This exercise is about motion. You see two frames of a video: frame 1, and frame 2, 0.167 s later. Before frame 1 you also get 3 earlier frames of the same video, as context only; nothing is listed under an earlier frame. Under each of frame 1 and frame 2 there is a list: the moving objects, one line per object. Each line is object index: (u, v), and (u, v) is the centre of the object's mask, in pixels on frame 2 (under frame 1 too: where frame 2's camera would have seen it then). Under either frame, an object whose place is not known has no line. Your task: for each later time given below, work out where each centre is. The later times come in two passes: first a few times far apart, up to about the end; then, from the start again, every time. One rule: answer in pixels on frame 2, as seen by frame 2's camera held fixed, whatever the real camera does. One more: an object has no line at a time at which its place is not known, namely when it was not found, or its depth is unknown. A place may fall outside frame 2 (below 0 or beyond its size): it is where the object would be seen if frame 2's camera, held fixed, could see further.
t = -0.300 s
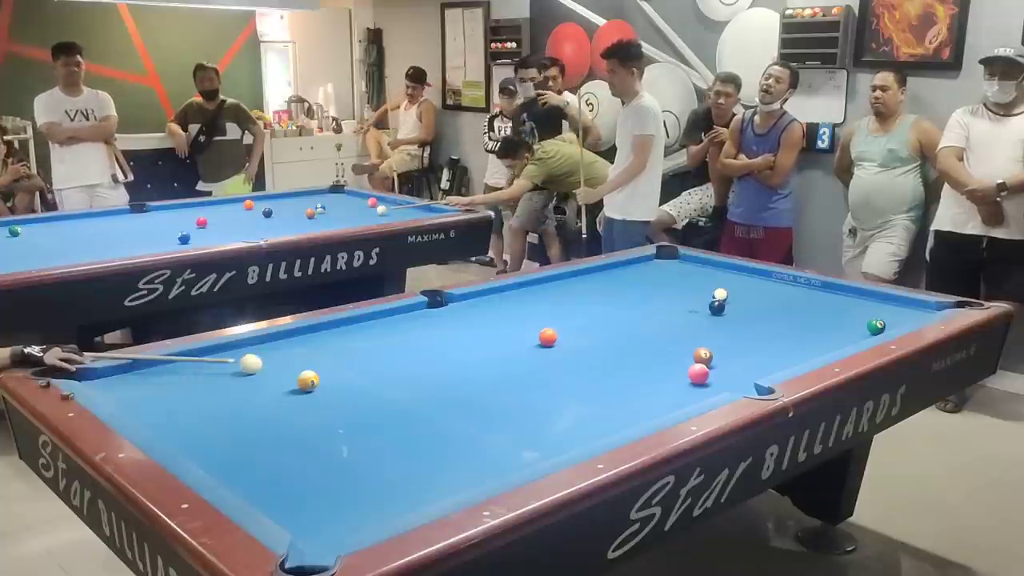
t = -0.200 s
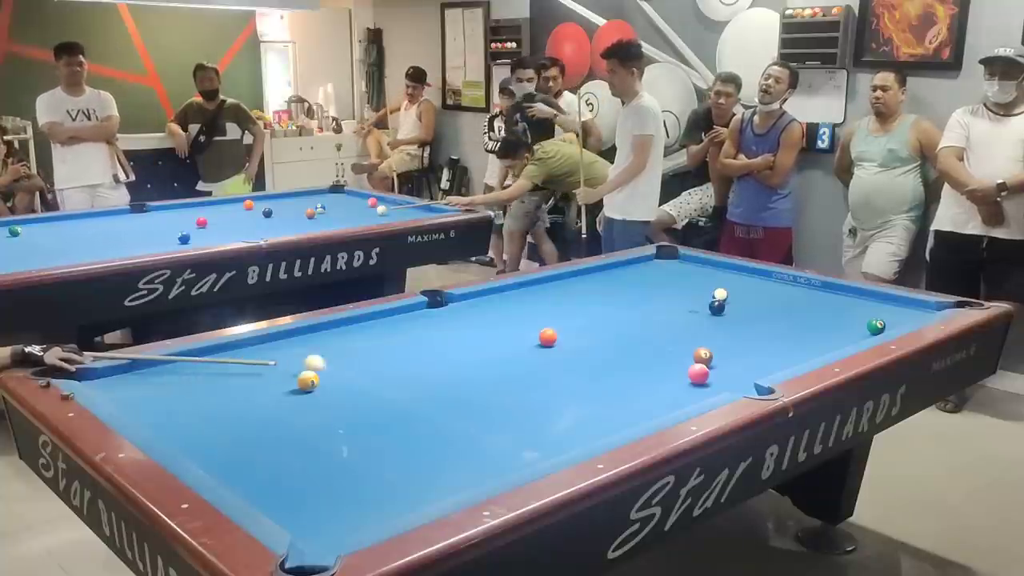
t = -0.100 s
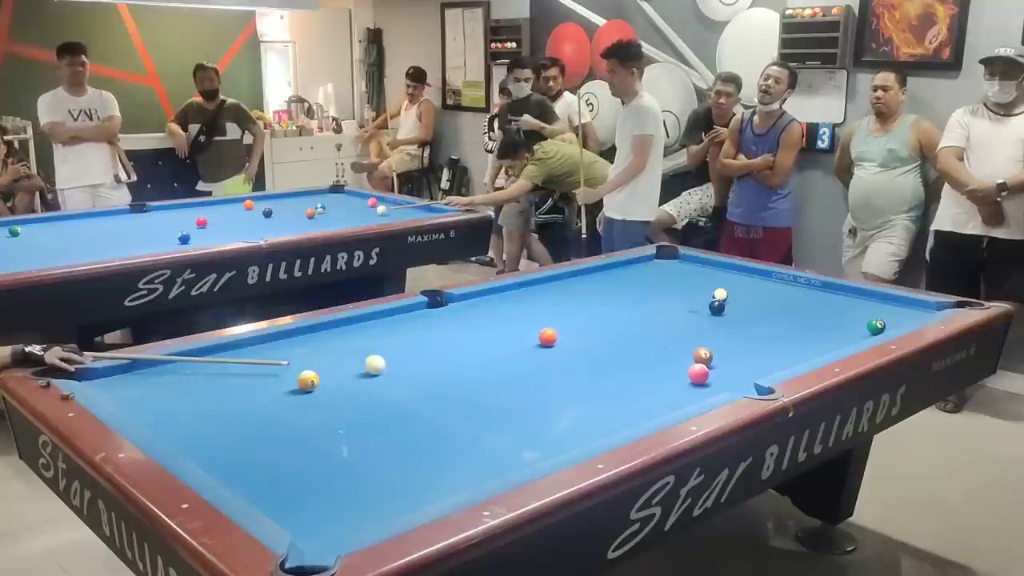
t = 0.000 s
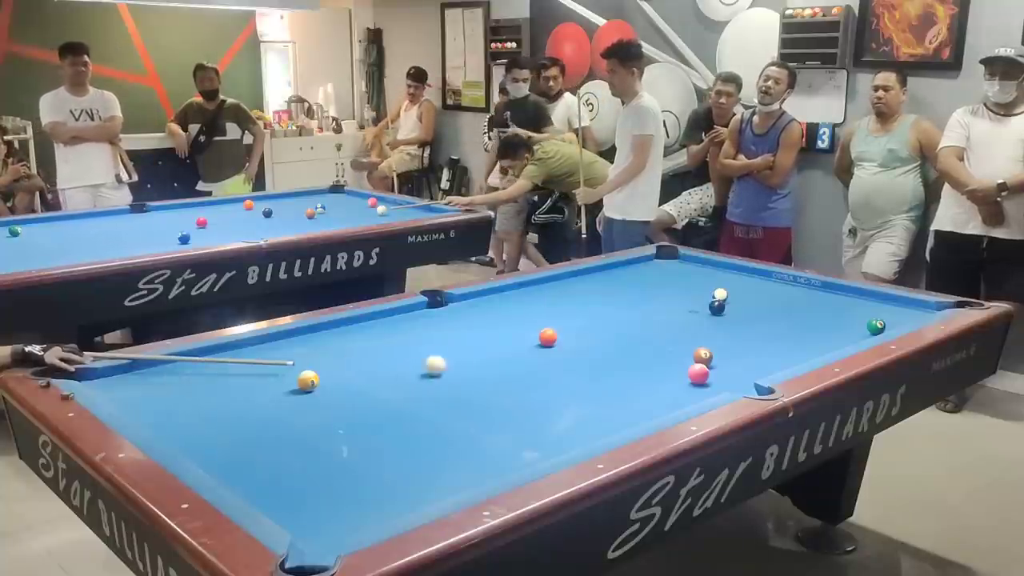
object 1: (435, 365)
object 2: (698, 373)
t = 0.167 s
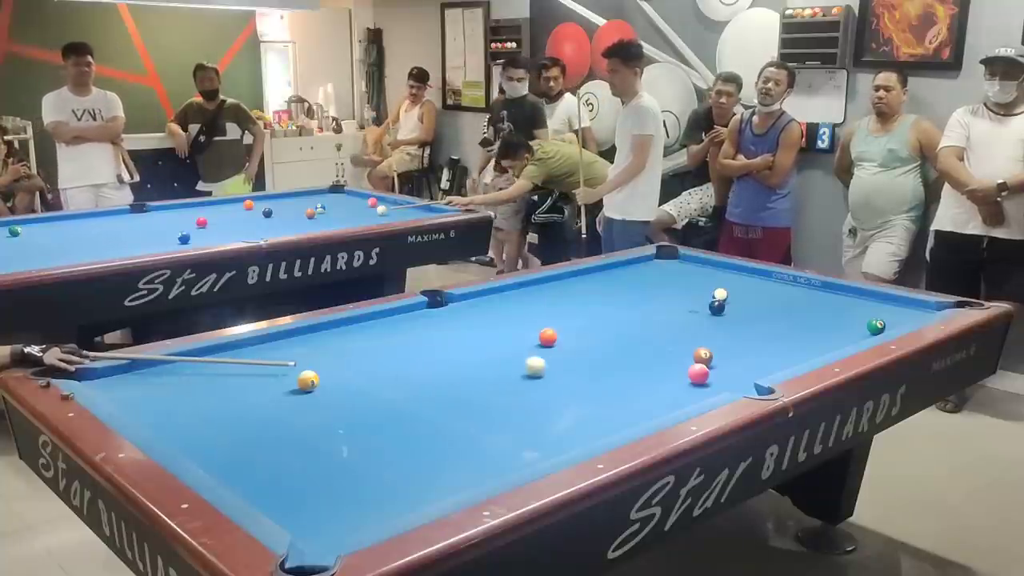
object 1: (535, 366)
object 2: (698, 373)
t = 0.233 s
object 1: (574, 367)
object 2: (698, 373)
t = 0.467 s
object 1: (703, 363)
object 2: (707, 378)
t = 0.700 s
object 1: (798, 353)
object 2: (744, 388)
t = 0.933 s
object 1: (850, 336)
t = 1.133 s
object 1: (855, 325)
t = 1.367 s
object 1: (838, 314)
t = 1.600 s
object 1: (823, 304)
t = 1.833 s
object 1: (810, 296)
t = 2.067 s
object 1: (798, 288)
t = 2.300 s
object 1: (786, 281)
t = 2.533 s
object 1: (774, 275)
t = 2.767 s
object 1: (755, 274)
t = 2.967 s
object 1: (740, 273)
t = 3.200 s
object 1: (723, 272)
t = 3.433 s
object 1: (708, 270)
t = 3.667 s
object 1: (695, 270)
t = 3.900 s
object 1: (682, 269)
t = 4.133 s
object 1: (671, 268)
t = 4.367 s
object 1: (661, 267)
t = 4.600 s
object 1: (653, 267)
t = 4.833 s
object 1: (645, 266)
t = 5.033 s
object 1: (639, 266)
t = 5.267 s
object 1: (634, 266)
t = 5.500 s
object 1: (630, 266)
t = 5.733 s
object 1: (627, 265)
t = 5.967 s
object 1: (625, 265)
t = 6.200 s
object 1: (624, 265)
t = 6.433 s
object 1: (625, 265)
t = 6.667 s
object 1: (625, 266)
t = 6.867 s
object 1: (624, 266)
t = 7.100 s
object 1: (624, 265)
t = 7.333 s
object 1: (624, 265)
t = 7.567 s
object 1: (624, 265)
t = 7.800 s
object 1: (624, 265)
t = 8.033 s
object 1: (624, 265)
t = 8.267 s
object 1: (624, 265)
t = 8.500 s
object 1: (624, 265)
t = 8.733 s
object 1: (624, 265)
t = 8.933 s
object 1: (624, 265)
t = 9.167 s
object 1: (624, 265)
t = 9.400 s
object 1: (625, 265)
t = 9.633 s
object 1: (625, 265)
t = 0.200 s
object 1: (555, 367)
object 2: (698, 373)
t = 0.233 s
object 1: (574, 367)
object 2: (698, 373)
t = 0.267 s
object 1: (594, 367)
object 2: (698, 373)
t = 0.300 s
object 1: (614, 367)
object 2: (698, 373)
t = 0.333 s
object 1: (634, 367)
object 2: (698, 373)
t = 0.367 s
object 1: (654, 368)
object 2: (698, 373)
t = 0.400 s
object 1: (674, 368)
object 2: (698, 373)
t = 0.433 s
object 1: (689, 365)
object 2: (702, 375)
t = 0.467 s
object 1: (703, 363)
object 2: (707, 378)
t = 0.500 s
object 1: (718, 361)
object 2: (713, 379)
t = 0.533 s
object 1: (732, 361)
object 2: (718, 381)
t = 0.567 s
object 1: (745, 359)
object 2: (723, 382)
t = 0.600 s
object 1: (758, 358)
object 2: (729, 383)
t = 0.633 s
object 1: (772, 356)
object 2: (734, 385)
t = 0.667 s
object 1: (785, 354)
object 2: (739, 386)
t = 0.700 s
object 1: (798, 353)
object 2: (744, 388)
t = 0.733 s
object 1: (810, 349)
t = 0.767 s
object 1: (823, 347)
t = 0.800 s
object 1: (836, 346)
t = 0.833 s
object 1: (841, 343)
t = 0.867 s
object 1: (844, 340)
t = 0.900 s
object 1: (847, 338)
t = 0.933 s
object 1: (850, 336)
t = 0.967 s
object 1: (853, 334)
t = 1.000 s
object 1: (856, 332)
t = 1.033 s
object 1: (859, 330)
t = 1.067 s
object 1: (862, 328)
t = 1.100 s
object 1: (858, 326)
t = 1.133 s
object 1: (855, 325)
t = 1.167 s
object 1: (852, 323)
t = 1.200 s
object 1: (850, 321)
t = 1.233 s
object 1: (847, 320)
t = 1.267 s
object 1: (845, 318)
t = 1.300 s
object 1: (843, 317)
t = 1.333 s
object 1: (840, 315)
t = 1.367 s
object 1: (838, 314)
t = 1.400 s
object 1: (836, 312)
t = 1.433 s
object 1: (833, 311)
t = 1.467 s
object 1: (831, 309)
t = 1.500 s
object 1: (829, 308)
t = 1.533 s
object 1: (827, 307)
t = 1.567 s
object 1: (825, 305)
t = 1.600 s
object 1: (823, 304)
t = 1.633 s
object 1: (821, 303)
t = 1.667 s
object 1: (819, 302)
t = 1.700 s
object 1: (817, 300)
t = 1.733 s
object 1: (815, 299)
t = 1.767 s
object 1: (813, 298)
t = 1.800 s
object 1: (811, 297)
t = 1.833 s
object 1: (810, 296)
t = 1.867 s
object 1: (808, 295)
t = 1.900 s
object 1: (806, 293)
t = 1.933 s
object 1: (804, 292)
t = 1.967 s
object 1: (803, 291)
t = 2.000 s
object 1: (801, 290)
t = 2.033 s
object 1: (799, 289)
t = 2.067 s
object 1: (798, 288)
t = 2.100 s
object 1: (796, 287)
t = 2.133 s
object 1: (794, 285)
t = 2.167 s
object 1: (792, 284)
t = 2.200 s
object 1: (791, 284)
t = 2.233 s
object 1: (789, 282)
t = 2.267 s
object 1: (788, 282)
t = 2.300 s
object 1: (786, 281)
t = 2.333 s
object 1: (785, 280)
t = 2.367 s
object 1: (784, 279)
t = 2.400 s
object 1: (782, 278)
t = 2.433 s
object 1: (781, 277)
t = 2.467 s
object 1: (779, 276)
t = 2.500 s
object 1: (777, 276)
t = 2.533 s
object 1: (774, 275)
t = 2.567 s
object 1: (771, 275)
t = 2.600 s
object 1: (768, 275)
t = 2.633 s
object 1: (766, 275)
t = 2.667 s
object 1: (763, 275)
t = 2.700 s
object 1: (760, 274)
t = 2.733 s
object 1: (757, 274)
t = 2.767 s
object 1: (755, 274)
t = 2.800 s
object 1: (752, 273)
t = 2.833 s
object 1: (750, 273)
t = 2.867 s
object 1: (747, 273)
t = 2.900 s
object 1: (745, 273)
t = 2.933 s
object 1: (742, 273)
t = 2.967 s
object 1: (740, 273)
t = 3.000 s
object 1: (737, 272)
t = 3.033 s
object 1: (735, 272)
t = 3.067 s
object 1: (733, 272)
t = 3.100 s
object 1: (730, 272)
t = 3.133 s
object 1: (728, 272)
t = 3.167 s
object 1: (725, 272)
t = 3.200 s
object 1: (723, 272)
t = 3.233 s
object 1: (721, 271)
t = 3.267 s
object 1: (719, 271)
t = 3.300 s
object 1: (717, 271)
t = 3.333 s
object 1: (714, 271)
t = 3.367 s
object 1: (712, 271)
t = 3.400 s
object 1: (710, 271)
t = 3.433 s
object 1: (708, 270)
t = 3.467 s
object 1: (707, 270)
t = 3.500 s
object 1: (704, 270)
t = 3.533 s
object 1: (702, 270)
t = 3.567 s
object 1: (700, 270)
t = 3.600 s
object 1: (699, 270)
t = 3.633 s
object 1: (697, 270)
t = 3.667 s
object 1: (695, 270)
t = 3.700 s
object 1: (693, 269)
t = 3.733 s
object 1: (691, 269)
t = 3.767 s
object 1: (689, 269)
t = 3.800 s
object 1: (688, 269)
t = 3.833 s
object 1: (686, 269)
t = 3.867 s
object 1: (684, 269)
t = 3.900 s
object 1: (682, 269)
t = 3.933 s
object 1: (681, 269)
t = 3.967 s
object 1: (679, 269)
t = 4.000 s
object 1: (677, 268)
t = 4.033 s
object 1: (676, 268)
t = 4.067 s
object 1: (674, 268)
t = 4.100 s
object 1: (672, 268)
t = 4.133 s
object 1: (671, 268)
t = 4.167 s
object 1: (670, 268)
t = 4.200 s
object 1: (668, 268)
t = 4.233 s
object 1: (667, 268)
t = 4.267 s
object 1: (665, 268)
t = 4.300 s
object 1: (664, 268)
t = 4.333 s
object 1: (663, 267)
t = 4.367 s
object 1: (661, 267)
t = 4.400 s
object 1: (660, 267)
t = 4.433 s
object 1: (659, 267)
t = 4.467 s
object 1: (657, 267)
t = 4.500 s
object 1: (656, 267)
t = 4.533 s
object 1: (655, 267)
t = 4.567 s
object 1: (654, 267)
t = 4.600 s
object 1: (653, 267)
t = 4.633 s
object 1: (652, 267)
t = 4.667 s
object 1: (650, 267)
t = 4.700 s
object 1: (649, 267)
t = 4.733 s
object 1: (648, 266)
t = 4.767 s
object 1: (647, 266)
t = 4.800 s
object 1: (646, 266)
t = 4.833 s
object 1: (645, 266)
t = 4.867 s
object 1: (644, 266)
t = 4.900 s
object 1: (643, 266)
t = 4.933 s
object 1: (642, 266)
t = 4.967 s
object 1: (641, 266)
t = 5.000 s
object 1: (640, 266)
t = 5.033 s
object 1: (639, 266)
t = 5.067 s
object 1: (639, 266)
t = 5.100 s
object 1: (638, 266)
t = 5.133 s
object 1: (637, 266)
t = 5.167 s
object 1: (636, 266)
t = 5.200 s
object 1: (636, 266)
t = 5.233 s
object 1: (635, 266)
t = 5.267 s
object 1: (634, 266)
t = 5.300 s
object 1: (633, 266)
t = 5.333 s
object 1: (633, 266)
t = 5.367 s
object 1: (632, 266)
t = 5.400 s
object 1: (632, 266)
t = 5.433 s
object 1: (631, 266)
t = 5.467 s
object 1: (630, 266)
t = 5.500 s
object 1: (630, 266)
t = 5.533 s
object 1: (629, 266)
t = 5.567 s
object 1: (629, 266)
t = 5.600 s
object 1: (628, 266)
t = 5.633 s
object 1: (628, 266)
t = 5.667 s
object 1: (628, 265)
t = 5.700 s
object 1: (627, 265)
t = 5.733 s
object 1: (627, 265)
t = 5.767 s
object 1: (627, 265)
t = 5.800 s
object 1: (626, 265)
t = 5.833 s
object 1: (626, 265)
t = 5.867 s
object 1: (626, 265)
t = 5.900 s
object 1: (625, 265)
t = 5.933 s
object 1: (625, 265)
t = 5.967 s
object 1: (625, 265)
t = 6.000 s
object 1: (625, 266)
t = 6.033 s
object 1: (625, 266)
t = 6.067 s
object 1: (625, 266)
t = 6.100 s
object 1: (624, 265)
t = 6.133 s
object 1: (625, 265)
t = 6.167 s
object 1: (624, 266)
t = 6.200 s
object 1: (624, 265)
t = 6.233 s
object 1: (624, 266)
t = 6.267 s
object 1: (624, 266)
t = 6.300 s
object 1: (624, 266)
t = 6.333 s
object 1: (624, 266)
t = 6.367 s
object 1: (625, 265)
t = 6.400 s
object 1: (625, 265)
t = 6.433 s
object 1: (625, 265)
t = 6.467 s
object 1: (624, 265)
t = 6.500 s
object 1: (625, 265)
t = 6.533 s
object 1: (624, 265)
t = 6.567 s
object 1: (625, 265)
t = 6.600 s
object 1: (625, 265)
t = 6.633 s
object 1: (625, 265)
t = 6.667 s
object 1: (625, 266)
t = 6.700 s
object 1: (625, 265)
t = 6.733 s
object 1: (625, 266)
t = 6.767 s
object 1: (625, 266)
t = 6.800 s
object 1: (625, 266)
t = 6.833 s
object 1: (625, 266)
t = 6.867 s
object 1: (624, 266)
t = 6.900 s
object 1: (625, 265)
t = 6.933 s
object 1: (624, 266)
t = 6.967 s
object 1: (625, 265)
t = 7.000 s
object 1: (624, 266)
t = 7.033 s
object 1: (624, 266)
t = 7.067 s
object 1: (625, 265)
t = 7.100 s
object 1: (624, 265)
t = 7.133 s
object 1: (625, 265)
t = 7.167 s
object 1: (624, 265)
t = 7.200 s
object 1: (624, 265)
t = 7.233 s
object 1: (624, 265)
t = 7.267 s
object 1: (624, 265)
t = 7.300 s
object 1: (624, 265)
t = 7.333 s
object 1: (624, 265)
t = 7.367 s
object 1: (625, 265)
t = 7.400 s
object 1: (625, 265)
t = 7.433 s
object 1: (624, 265)
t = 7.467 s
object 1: (624, 265)
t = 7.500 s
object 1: (625, 265)
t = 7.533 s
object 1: (624, 265)
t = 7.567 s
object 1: (624, 265)
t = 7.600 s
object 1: (624, 265)
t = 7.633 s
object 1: (625, 265)
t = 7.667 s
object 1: (624, 265)
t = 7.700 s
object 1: (624, 265)
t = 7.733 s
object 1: (624, 265)
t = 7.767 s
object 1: (624, 265)
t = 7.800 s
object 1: (624, 265)
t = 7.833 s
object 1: (624, 265)
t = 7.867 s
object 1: (624, 265)
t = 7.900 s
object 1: (624, 265)
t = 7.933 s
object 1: (624, 265)
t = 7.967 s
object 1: (625, 265)
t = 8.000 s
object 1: (625, 265)
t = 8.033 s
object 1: (624, 265)
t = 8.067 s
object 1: (624, 265)
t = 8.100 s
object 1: (624, 265)
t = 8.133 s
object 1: (624, 265)
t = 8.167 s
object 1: (624, 266)
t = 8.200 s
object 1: (624, 265)
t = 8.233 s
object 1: (624, 265)
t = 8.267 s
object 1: (624, 265)
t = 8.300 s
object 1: (624, 265)
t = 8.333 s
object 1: (625, 265)
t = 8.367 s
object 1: (624, 265)
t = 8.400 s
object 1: (624, 265)
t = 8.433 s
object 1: (624, 265)
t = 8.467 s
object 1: (624, 265)
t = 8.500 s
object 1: (624, 265)
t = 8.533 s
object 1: (624, 265)
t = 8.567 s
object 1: (624, 265)
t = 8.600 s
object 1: (624, 265)
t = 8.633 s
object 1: (625, 265)
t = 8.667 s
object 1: (624, 265)
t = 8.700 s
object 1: (625, 265)
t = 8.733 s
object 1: (624, 265)
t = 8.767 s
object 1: (624, 265)
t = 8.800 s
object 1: (624, 265)
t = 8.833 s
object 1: (624, 265)
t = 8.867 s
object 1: (624, 265)
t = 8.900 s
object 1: (624, 265)
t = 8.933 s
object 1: (624, 265)
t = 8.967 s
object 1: (624, 265)
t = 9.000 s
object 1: (624, 265)
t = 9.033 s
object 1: (625, 265)
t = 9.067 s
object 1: (625, 265)
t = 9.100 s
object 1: (624, 265)
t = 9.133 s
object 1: (624, 265)
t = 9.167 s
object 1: (624, 265)
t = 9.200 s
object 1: (624, 265)
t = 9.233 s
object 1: (624, 265)
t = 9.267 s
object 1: (624, 265)
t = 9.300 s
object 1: (625, 265)
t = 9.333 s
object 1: (624, 265)
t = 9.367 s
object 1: (625, 265)
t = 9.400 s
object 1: (625, 265)
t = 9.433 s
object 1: (625, 265)
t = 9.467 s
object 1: (624, 265)
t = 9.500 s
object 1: (624, 265)
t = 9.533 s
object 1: (624, 265)
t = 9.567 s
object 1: (624, 265)
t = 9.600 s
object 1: (624, 265)
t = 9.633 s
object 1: (625, 265)
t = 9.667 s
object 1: (625, 265)
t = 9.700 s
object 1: (625, 265)
